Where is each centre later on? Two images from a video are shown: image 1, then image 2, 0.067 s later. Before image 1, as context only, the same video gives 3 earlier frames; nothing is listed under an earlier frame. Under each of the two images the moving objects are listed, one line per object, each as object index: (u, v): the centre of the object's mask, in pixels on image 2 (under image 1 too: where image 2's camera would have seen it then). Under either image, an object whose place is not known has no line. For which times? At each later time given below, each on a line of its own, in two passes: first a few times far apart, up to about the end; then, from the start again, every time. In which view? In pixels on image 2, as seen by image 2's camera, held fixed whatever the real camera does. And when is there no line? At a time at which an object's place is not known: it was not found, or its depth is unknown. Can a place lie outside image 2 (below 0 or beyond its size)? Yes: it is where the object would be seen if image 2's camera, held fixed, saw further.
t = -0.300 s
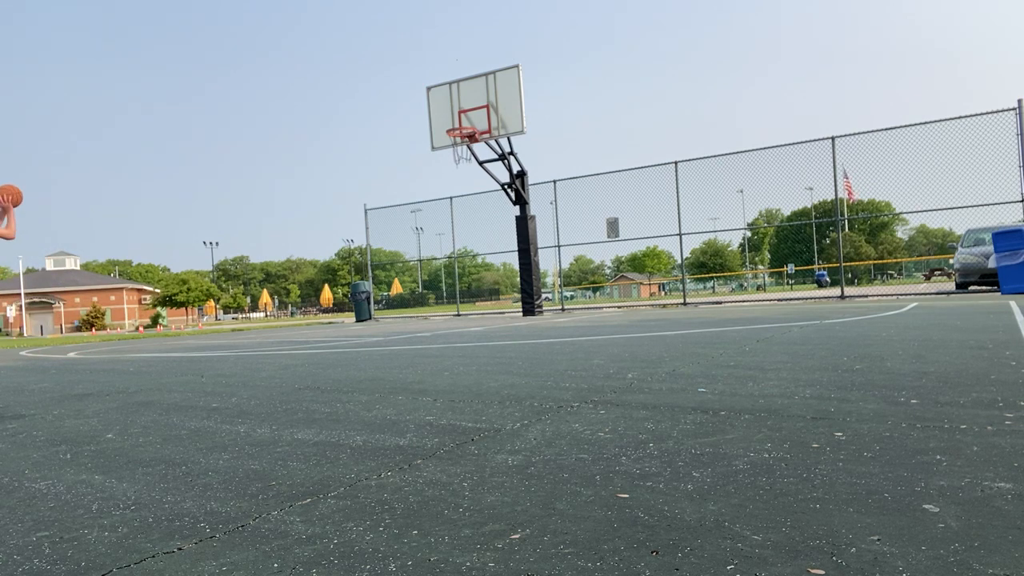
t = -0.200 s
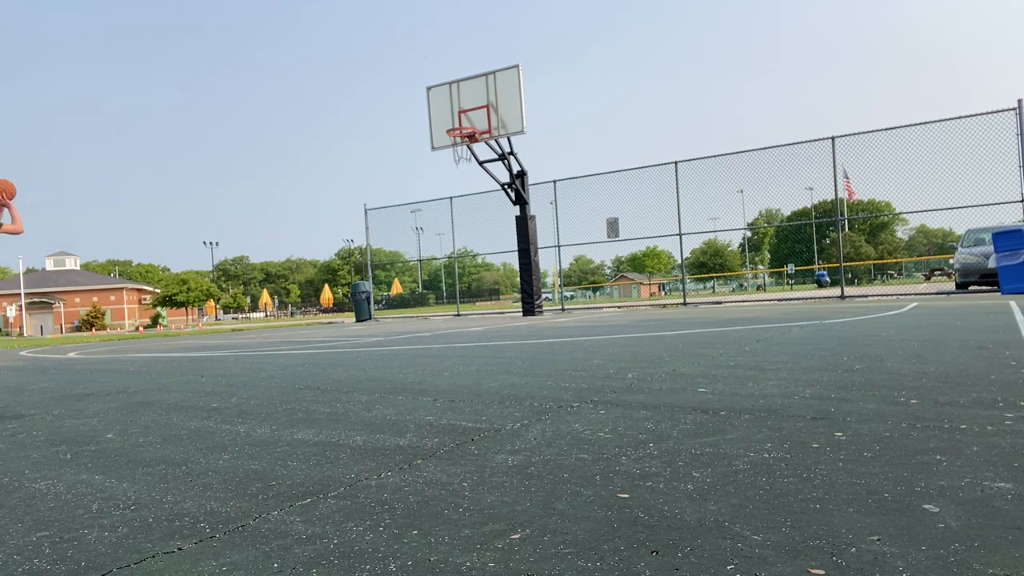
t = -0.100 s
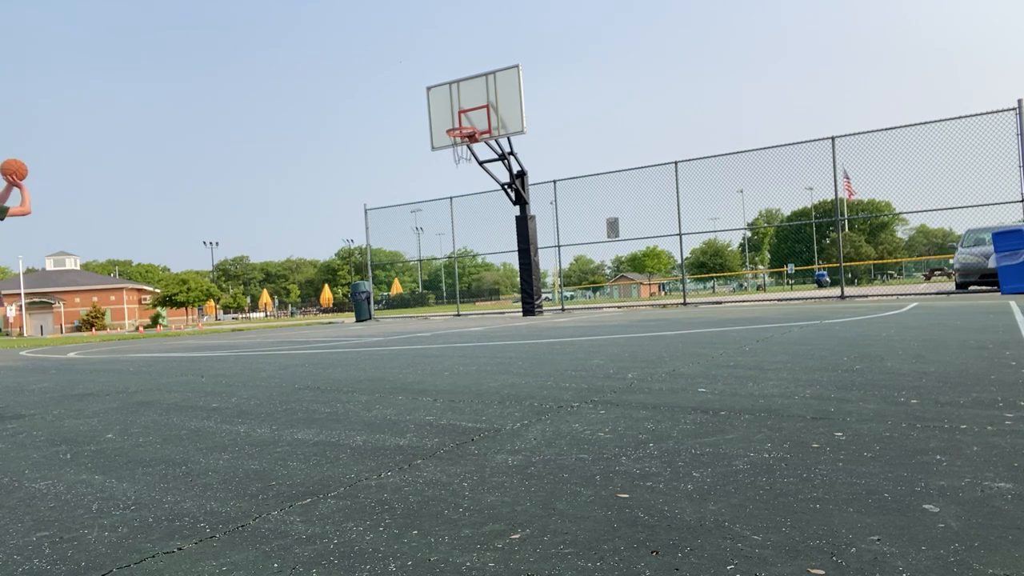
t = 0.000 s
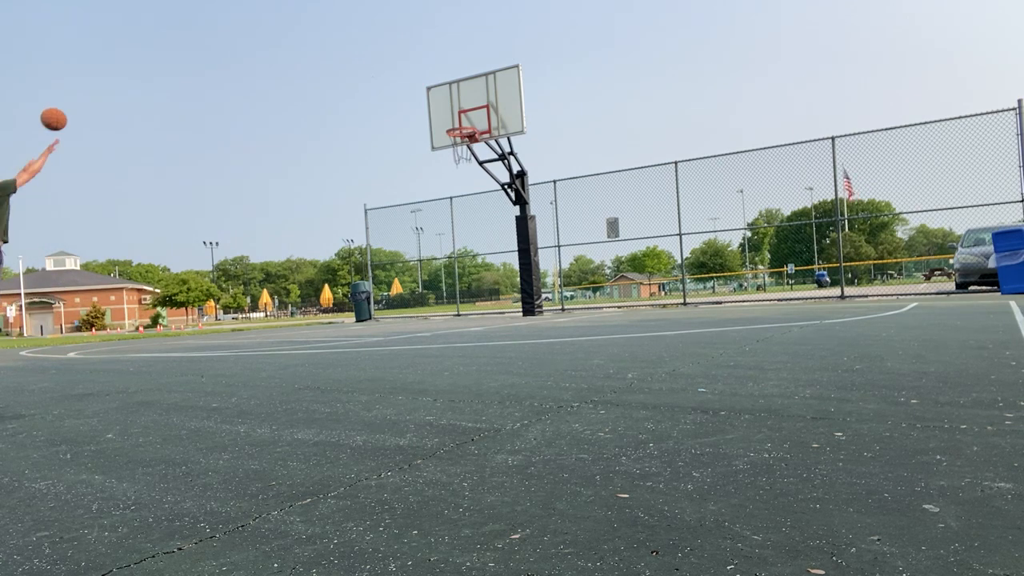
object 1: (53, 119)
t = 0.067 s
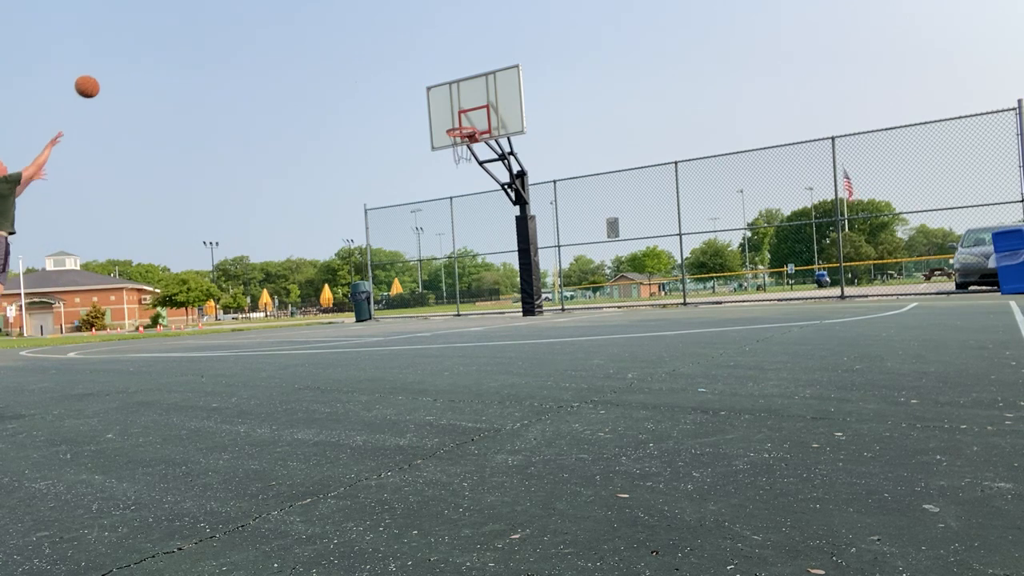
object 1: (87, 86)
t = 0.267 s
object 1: (177, 23)
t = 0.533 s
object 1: (280, 4)
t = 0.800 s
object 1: (366, 28)
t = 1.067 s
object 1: (441, 97)
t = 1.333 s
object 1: (452, 151)
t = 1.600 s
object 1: (434, 184)
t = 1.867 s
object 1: (420, 262)
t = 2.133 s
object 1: (405, 276)
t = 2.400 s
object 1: (393, 222)
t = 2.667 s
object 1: (384, 214)
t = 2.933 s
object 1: (378, 254)
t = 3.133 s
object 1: (374, 315)
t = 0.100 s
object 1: (103, 72)
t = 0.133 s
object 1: (118, 60)
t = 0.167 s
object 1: (134, 48)
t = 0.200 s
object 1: (148, 39)
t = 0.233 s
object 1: (163, 30)
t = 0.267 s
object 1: (177, 23)
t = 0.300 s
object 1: (191, 16)
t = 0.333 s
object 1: (204, 11)
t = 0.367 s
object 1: (218, 8)
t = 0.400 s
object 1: (231, 6)
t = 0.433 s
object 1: (243, 5)
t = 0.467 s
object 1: (256, 4)
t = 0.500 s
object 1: (268, 4)
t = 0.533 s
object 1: (280, 4)
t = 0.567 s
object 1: (291, 4)
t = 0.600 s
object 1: (302, 5)
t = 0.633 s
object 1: (313, 6)
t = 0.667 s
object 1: (324, 8)
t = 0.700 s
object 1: (335, 12)
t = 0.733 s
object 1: (345, 17)
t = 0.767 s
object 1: (355, 22)
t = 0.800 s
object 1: (366, 28)
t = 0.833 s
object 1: (375, 35)
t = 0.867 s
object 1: (385, 42)
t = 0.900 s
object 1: (395, 50)
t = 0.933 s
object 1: (404, 59)
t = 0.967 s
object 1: (414, 67)
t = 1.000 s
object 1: (423, 77)
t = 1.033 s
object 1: (432, 86)
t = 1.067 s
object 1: (441, 97)
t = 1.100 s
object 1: (449, 108)
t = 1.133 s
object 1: (458, 119)
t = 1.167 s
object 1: (465, 128)
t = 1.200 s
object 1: (466, 140)
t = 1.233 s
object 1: (461, 146)
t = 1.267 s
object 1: (457, 148)
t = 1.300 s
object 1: (454, 150)
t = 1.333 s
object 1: (452, 151)
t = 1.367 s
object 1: (450, 153)
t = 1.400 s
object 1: (447, 155)
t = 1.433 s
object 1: (445, 158)
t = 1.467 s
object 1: (443, 162)
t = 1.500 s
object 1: (441, 167)
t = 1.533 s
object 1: (438, 172)
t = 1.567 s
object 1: (436, 178)
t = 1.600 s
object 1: (434, 184)
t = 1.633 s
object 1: (432, 192)
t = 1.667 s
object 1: (430, 200)
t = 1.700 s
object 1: (429, 208)
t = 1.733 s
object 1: (427, 217)
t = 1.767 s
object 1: (425, 227)
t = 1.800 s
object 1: (423, 238)
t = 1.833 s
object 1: (421, 250)
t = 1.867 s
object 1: (420, 262)
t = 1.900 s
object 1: (418, 275)
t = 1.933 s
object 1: (416, 288)
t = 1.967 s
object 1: (415, 303)
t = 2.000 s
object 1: (413, 318)
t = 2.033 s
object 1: (411, 308)
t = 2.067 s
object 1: (409, 298)
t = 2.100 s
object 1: (408, 286)
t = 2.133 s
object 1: (405, 276)
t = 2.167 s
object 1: (404, 267)
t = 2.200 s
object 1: (403, 259)
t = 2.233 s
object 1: (401, 251)
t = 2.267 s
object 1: (399, 244)
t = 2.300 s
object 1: (398, 237)
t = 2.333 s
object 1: (396, 231)
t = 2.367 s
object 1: (395, 226)
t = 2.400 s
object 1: (393, 222)
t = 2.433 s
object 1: (392, 219)
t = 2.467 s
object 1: (391, 216)
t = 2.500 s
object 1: (389, 214)
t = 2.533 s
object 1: (388, 212)
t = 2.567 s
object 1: (387, 212)
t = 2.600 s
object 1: (386, 212)
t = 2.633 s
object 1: (385, 212)
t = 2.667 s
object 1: (384, 214)
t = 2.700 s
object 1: (383, 216)
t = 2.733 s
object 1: (382, 219)
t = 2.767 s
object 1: (381, 223)
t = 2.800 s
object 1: (380, 228)
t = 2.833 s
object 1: (379, 233)
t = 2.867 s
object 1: (379, 239)
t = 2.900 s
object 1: (378, 246)
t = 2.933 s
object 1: (378, 254)
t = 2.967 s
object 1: (377, 262)
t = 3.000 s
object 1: (377, 271)
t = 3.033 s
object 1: (376, 280)
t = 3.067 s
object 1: (376, 291)
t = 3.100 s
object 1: (375, 302)
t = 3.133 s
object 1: (374, 315)
